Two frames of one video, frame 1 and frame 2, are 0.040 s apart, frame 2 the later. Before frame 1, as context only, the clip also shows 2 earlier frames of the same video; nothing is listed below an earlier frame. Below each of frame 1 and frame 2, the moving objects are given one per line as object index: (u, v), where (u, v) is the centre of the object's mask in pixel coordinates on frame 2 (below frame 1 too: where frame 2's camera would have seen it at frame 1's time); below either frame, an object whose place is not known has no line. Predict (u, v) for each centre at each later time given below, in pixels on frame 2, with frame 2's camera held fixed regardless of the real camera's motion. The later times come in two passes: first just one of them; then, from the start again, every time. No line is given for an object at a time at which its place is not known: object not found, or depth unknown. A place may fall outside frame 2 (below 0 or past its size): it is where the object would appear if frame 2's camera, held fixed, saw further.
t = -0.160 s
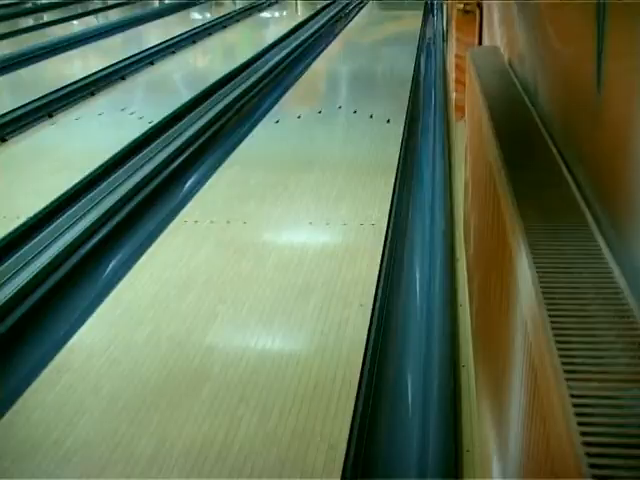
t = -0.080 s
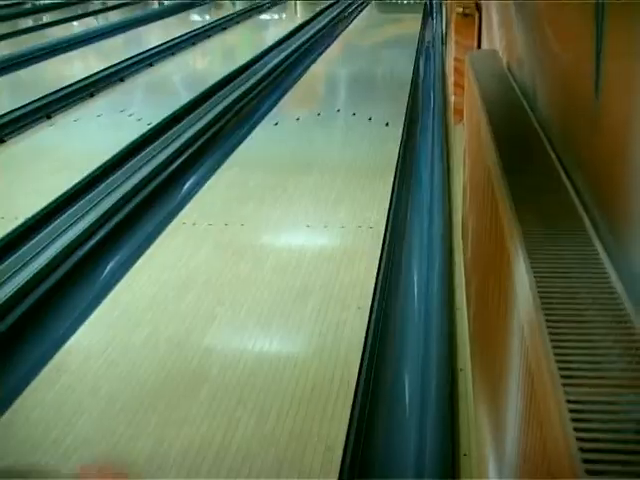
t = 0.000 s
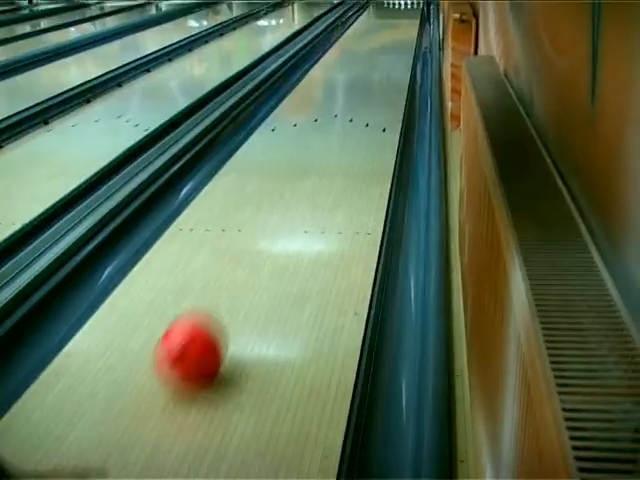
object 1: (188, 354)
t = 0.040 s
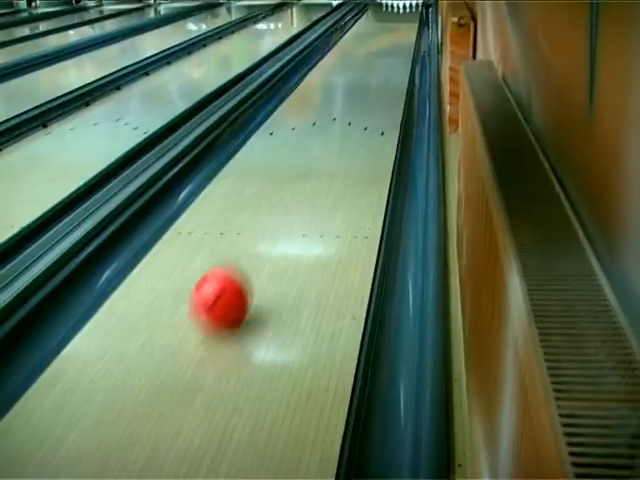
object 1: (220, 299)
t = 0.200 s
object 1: (293, 173)
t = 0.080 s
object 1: (245, 255)
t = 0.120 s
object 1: (265, 222)
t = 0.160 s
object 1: (280, 195)
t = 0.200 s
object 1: (293, 173)
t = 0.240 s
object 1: (303, 156)
